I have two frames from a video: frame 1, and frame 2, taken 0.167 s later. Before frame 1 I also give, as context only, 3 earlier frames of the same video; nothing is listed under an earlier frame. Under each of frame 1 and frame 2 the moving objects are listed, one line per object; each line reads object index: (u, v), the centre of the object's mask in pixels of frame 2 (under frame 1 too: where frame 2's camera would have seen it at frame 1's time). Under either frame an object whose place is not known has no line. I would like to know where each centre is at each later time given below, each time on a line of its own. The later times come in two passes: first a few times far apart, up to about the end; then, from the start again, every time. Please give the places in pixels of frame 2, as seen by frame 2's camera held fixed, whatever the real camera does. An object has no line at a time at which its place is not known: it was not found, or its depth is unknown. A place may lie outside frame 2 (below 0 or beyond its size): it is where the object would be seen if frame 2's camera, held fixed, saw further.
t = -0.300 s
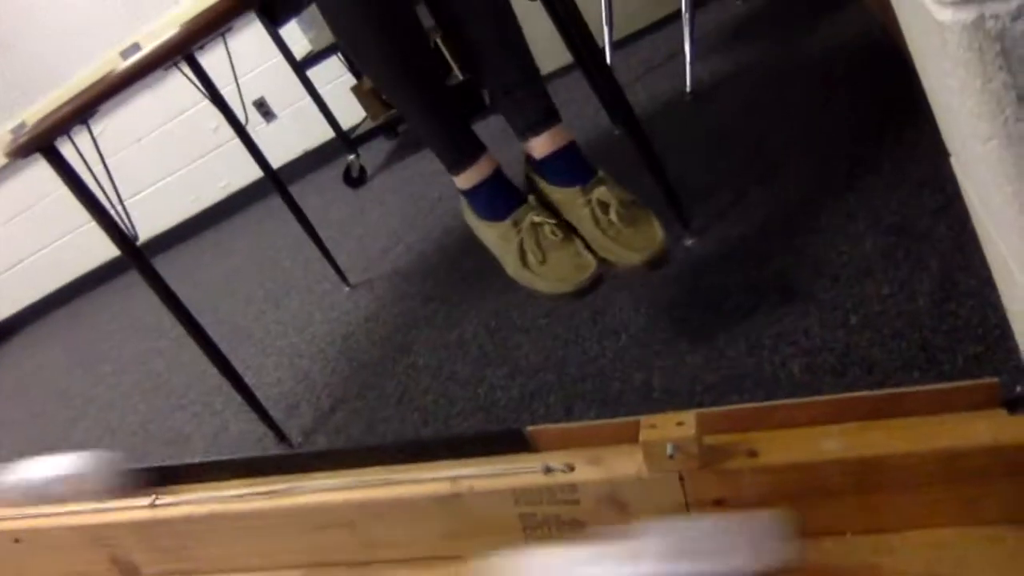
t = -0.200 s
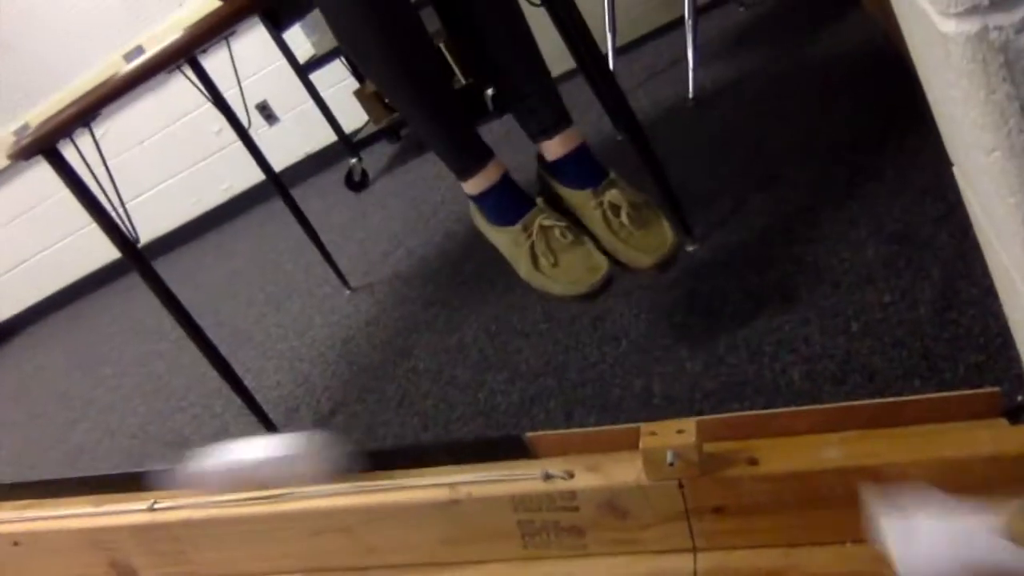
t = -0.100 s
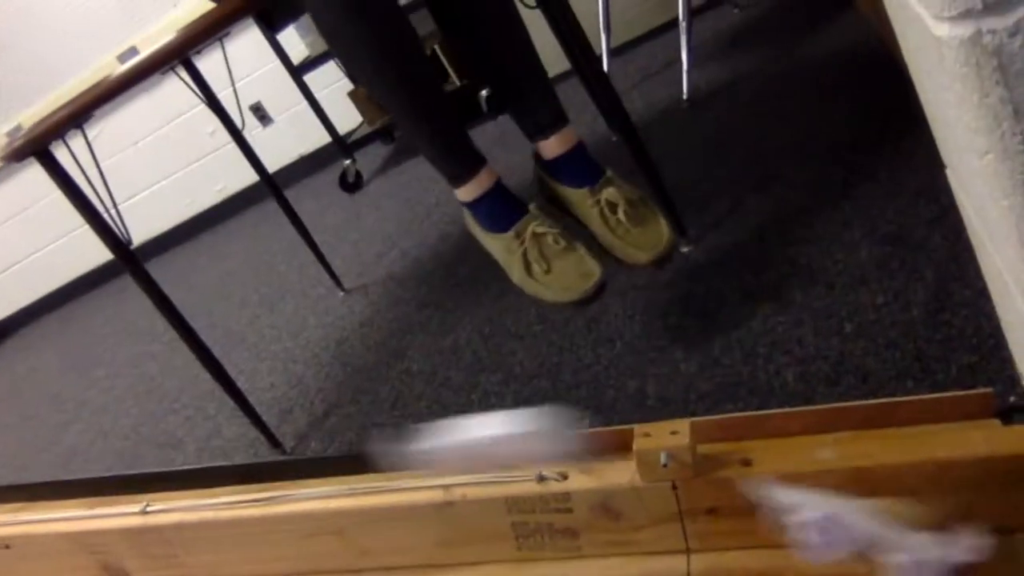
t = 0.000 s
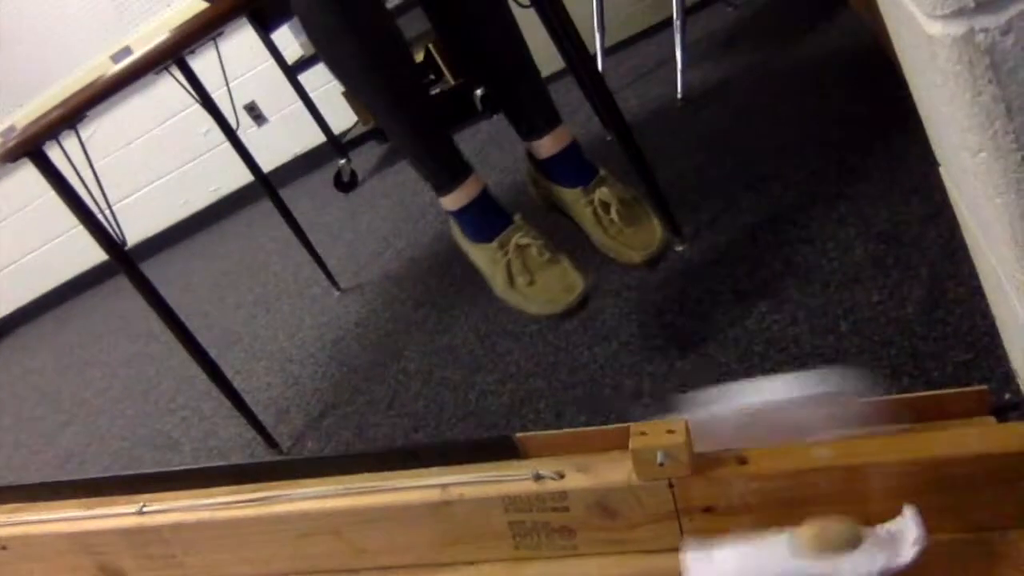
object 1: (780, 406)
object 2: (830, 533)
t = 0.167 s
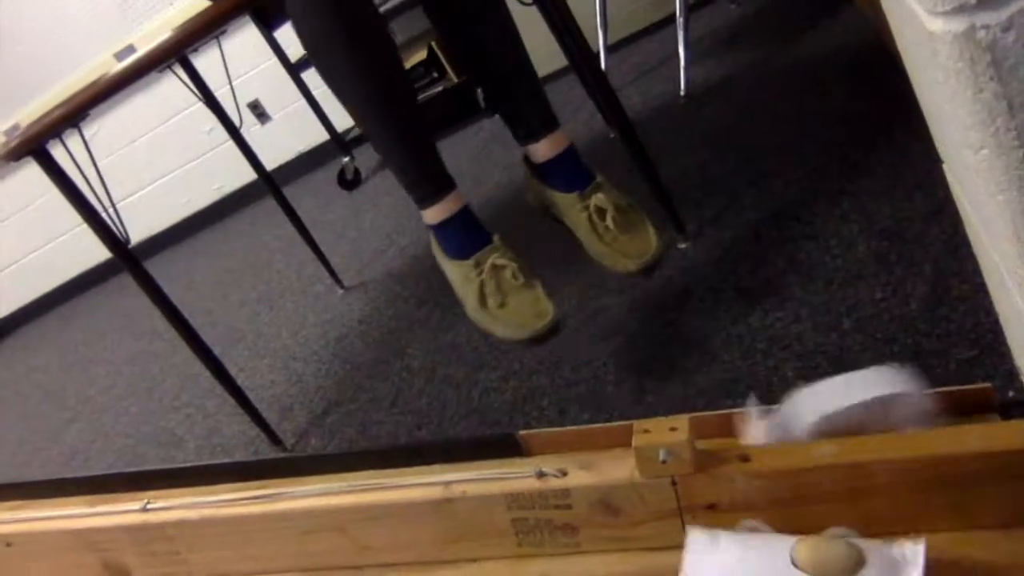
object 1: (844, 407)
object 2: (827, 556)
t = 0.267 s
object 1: (807, 414)
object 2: (841, 555)
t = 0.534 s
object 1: (820, 414)
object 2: (900, 552)
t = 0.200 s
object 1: (831, 410)
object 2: (830, 556)
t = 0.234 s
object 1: (817, 412)
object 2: (836, 555)
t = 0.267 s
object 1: (807, 414)
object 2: (841, 555)
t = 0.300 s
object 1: (798, 416)
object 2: (847, 554)
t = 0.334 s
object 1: (796, 417)
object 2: (855, 553)
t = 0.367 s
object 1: (796, 417)
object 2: (862, 553)
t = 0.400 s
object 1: (797, 417)
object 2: (870, 552)
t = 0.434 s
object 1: (800, 417)
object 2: (877, 552)
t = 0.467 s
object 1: (804, 416)
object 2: (884, 552)
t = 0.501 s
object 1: (812, 415)
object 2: (892, 552)
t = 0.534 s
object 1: (820, 414)
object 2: (900, 552)
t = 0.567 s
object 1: (832, 411)
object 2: (908, 552)
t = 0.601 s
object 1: (846, 409)
